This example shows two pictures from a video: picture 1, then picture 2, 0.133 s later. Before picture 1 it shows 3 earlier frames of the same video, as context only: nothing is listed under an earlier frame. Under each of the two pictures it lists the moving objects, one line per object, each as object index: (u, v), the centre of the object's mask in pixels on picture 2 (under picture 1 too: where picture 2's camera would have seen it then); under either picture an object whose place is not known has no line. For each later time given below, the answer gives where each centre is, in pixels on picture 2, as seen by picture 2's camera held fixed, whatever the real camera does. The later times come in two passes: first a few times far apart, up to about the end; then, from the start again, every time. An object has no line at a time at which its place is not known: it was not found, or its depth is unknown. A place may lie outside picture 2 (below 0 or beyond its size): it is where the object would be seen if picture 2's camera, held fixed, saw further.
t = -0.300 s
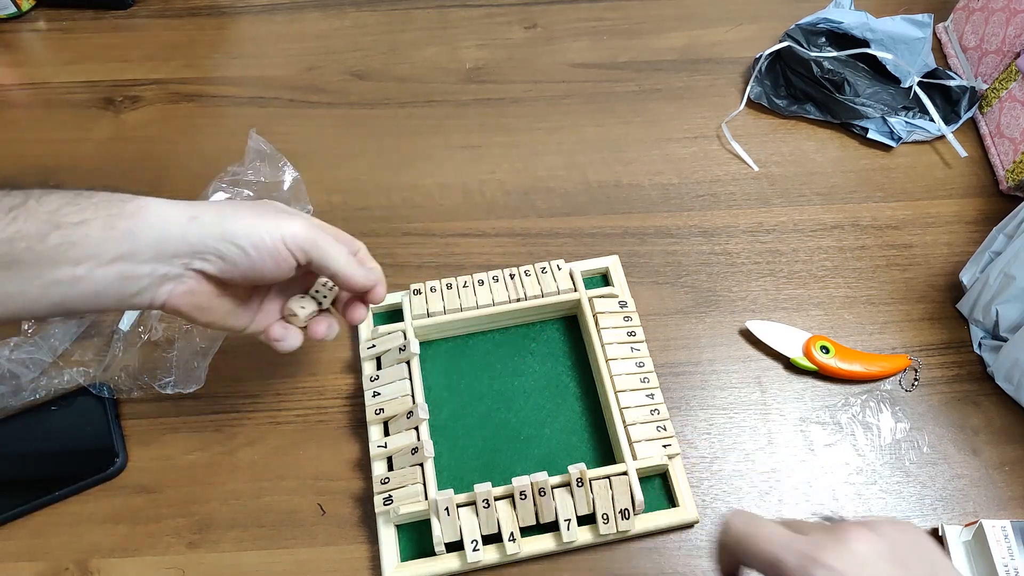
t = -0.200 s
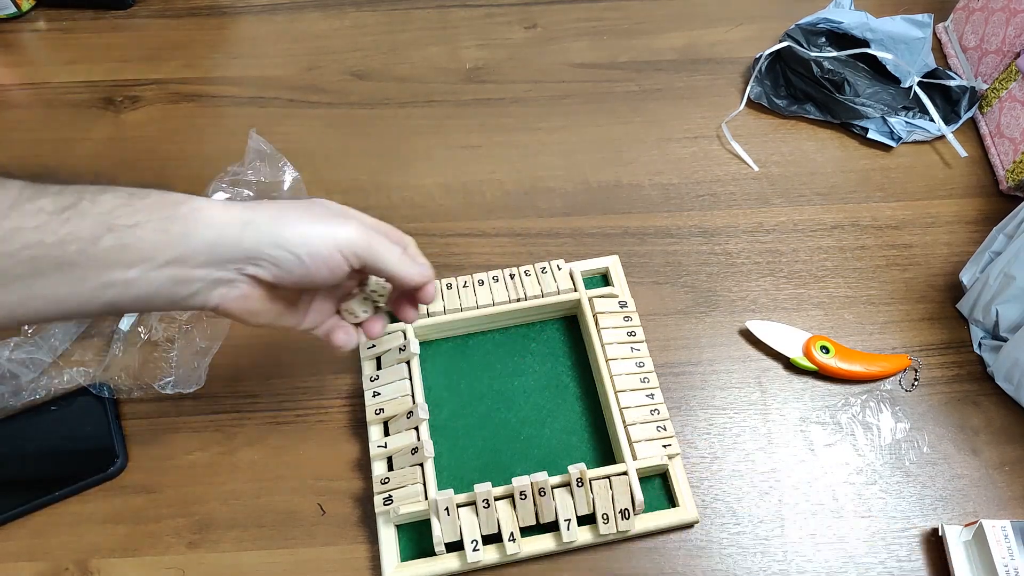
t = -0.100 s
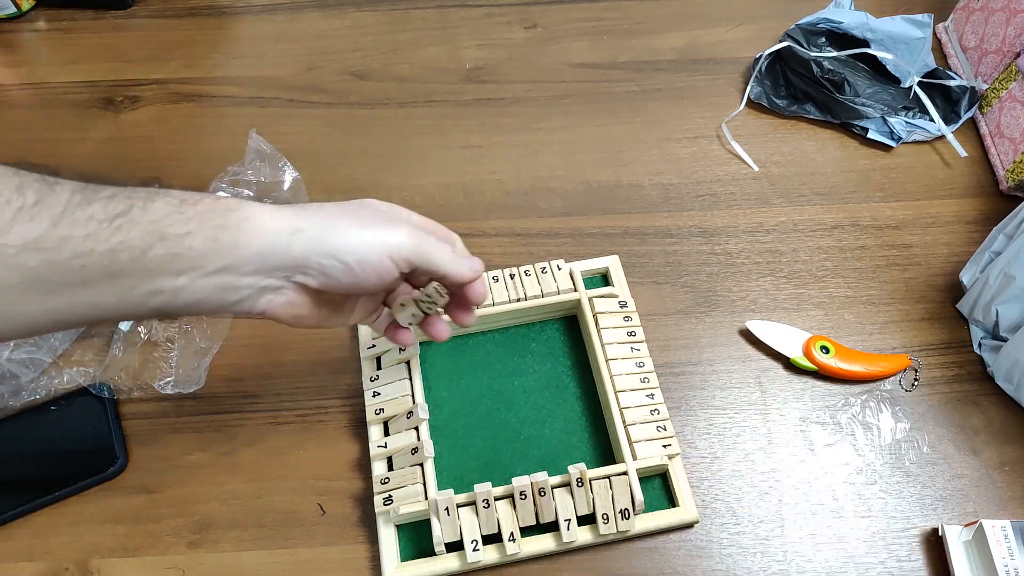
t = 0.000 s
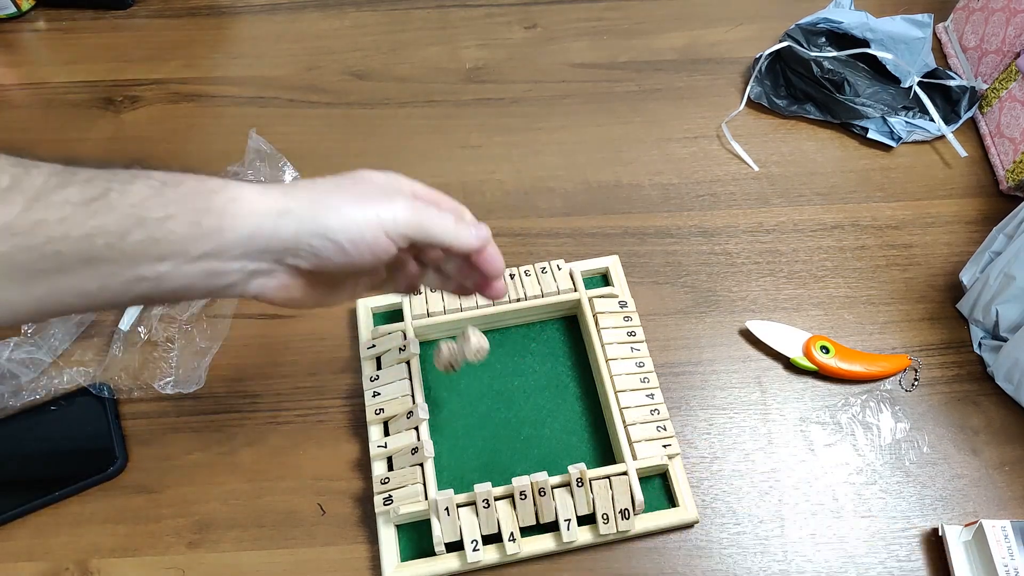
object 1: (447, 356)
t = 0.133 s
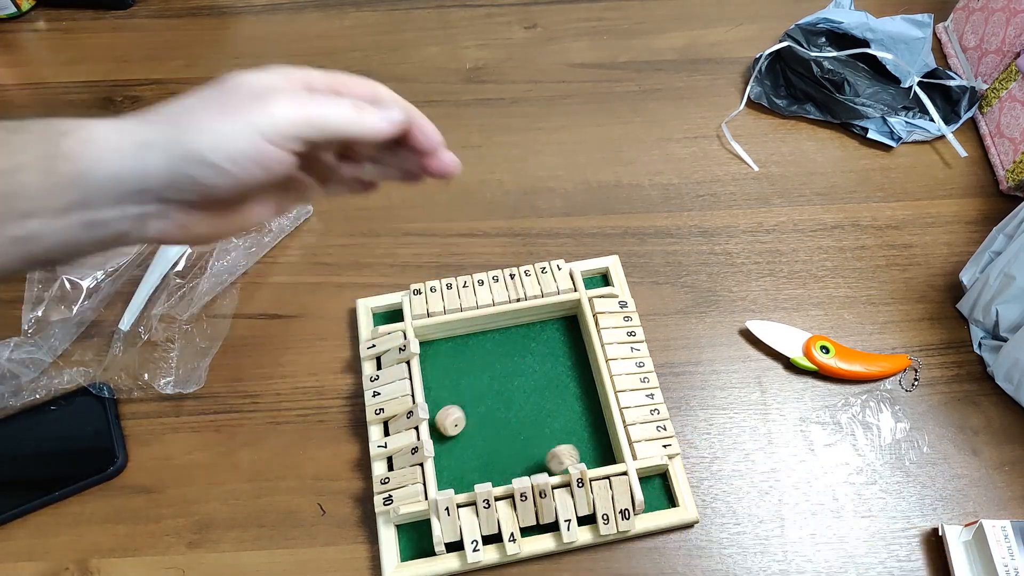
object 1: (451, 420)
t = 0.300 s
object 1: (459, 453)
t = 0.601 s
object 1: (505, 474)
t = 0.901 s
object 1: (499, 474)
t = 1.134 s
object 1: (499, 474)
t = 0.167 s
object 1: (443, 429)
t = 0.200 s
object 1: (445, 436)
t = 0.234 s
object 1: (448, 442)
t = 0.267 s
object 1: (453, 448)
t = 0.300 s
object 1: (459, 453)
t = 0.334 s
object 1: (465, 455)
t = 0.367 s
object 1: (470, 458)
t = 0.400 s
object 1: (475, 461)
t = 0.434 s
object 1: (481, 465)
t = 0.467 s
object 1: (489, 467)
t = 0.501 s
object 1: (494, 468)
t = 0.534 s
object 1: (498, 470)
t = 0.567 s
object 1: (502, 472)
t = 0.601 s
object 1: (505, 474)
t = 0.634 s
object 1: (501, 474)
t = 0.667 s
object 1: (499, 474)
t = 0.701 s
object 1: (499, 474)
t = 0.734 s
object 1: (499, 474)
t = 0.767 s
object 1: (499, 474)
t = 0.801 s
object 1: (499, 474)
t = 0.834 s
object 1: (499, 474)
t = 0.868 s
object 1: (499, 474)
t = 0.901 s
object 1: (499, 474)
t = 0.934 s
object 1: (499, 474)
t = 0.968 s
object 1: (499, 474)
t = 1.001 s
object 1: (499, 474)
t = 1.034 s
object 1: (499, 474)
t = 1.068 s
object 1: (499, 474)
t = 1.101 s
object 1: (499, 474)
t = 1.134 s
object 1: (499, 474)
